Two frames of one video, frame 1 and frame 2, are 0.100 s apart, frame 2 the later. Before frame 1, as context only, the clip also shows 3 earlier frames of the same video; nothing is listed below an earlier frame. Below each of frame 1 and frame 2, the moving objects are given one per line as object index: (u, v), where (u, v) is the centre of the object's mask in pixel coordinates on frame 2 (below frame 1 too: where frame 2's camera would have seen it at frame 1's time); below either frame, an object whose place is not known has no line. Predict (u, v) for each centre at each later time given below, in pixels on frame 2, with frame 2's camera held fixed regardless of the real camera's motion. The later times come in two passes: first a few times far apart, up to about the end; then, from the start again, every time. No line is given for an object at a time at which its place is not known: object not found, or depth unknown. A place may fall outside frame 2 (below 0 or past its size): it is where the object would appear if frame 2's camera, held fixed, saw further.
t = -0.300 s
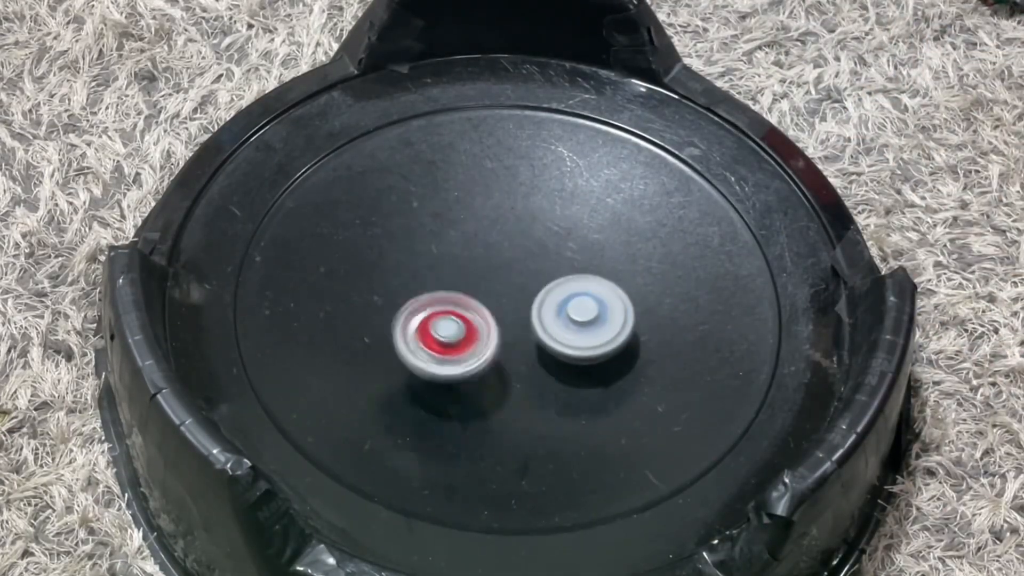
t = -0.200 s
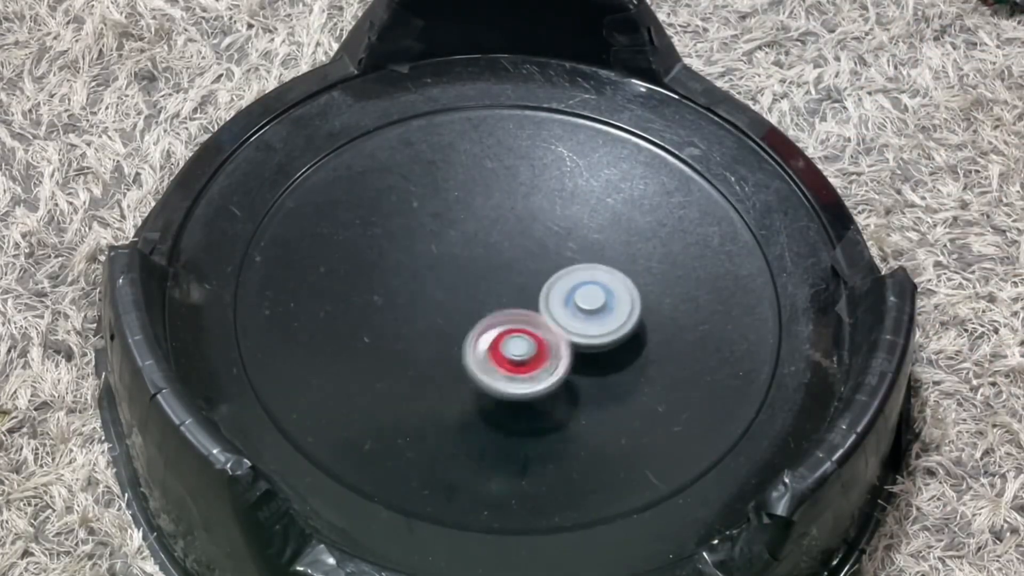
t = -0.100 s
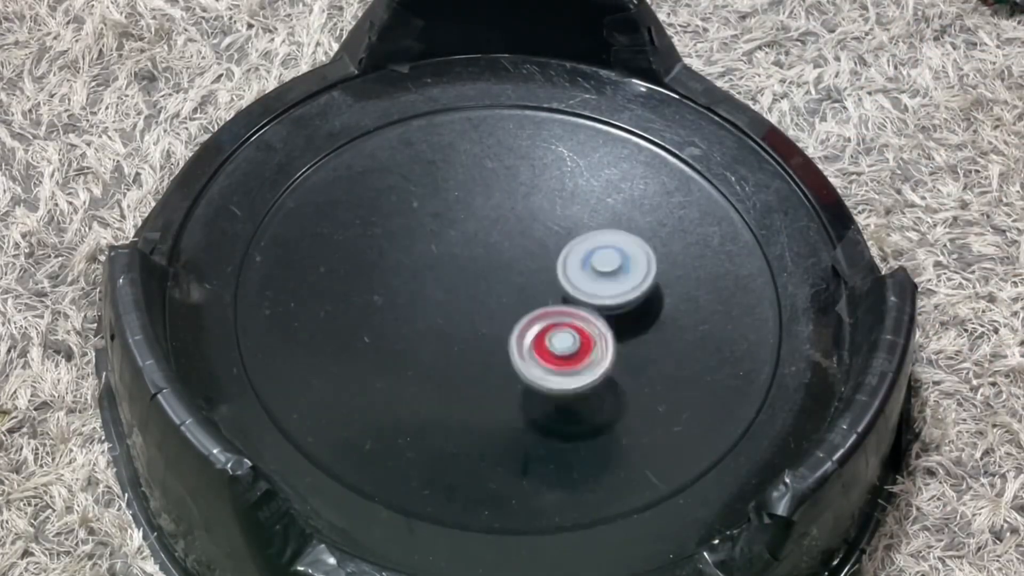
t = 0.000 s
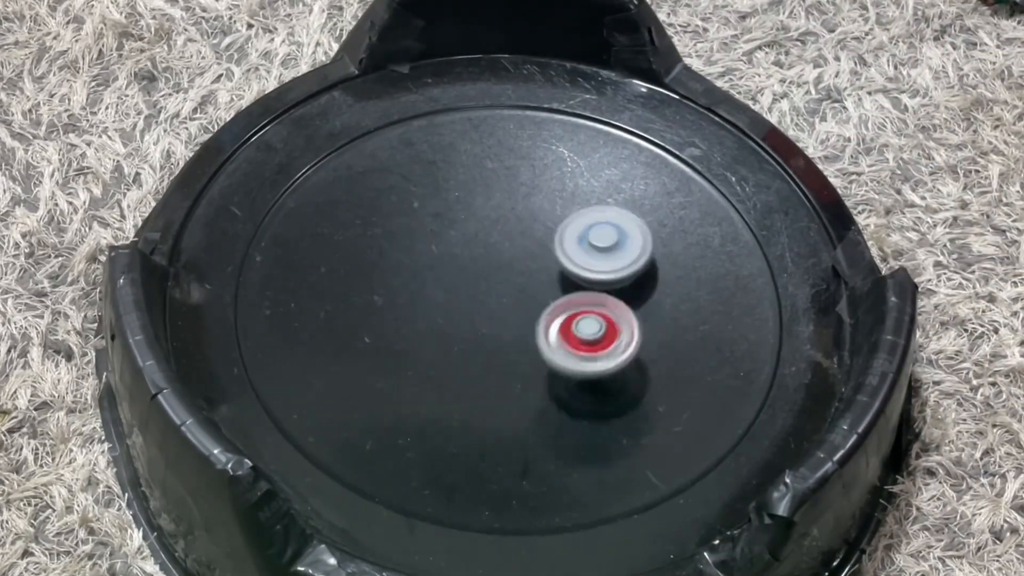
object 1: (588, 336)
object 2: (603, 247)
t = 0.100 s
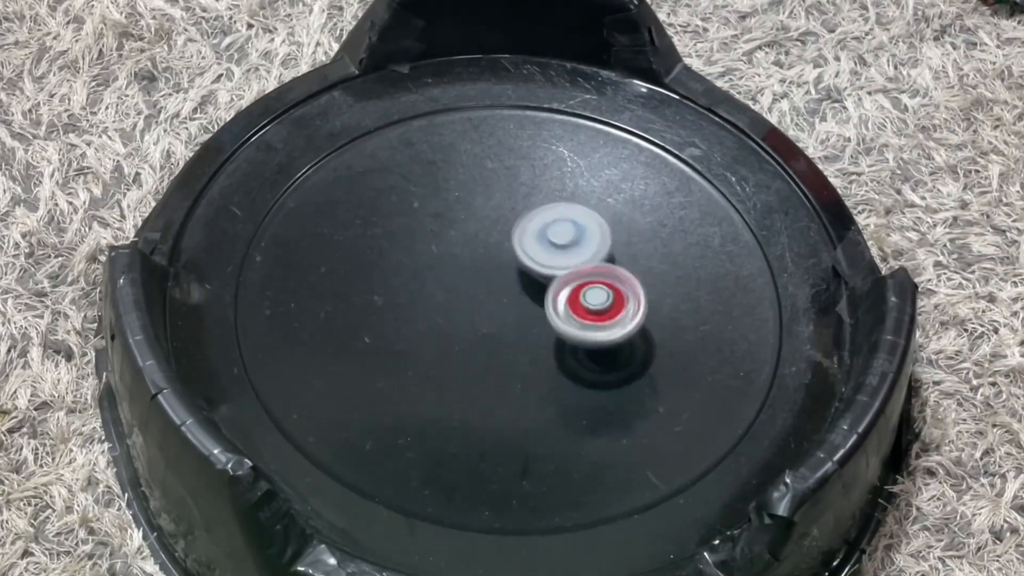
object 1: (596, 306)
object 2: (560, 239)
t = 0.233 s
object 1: (578, 304)
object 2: (490, 230)
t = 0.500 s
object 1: (616, 364)
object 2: (305, 241)
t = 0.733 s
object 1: (695, 297)
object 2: (279, 333)
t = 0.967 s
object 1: (540, 247)
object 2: (492, 447)
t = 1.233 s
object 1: (410, 366)
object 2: (679, 246)
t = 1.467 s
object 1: (541, 437)
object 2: (414, 79)
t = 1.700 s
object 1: (604, 315)
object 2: (258, 316)
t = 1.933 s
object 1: (439, 208)
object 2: (670, 437)
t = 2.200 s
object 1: (295, 282)
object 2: (660, 80)
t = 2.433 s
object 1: (443, 368)
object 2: (290, 273)
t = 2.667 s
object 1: (594, 261)
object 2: (543, 536)
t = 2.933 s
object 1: (494, 127)
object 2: (681, 163)
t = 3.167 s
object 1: (391, 201)
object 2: (265, 142)
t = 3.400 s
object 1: (487, 349)
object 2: (374, 377)
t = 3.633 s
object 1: (738, 270)
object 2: (659, 387)
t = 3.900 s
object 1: (683, 88)
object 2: (570, 182)
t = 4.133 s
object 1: (598, 109)
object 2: (261, 227)
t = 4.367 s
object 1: (482, 255)
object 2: (418, 477)
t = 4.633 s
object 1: (577, 434)
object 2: (767, 320)
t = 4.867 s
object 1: (686, 418)
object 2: (549, 101)
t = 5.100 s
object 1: (629, 341)
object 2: (270, 220)
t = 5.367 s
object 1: (442, 309)
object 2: (435, 482)
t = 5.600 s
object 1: (343, 355)
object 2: (752, 365)
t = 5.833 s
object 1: (405, 378)
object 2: (623, 120)
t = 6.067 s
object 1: (485, 288)
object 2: (312, 164)
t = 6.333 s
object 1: (436, 249)
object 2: (739, 210)
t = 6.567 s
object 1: (582, 397)
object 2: (624, 121)
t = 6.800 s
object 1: (407, 341)
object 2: (458, 100)
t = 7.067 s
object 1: (665, 249)
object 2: (255, 316)
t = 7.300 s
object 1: (514, 324)
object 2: (284, 385)
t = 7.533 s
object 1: (524, 173)
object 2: (301, 404)
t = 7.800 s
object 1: (494, 334)
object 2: (502, 494)
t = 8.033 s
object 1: (400, 218)
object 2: (442, 479)
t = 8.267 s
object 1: (557, 319)
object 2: (371, 450)
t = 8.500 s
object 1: (381, 289)
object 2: (315, 400)
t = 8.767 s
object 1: (586, 315)
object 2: (436, 465)
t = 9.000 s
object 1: (423, 332)
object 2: (378, 434)
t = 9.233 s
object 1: (563, 278)
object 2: (343, 398)
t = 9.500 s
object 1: (470, 330)
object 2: (481, 468)
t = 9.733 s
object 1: (585, 350)
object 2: (419, 305)
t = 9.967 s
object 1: (436, 354)
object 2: (443, 250)
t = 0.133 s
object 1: (595, 309)
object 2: (543, 231)
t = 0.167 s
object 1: (590, 309)
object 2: (523, 225)
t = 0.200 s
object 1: (584, 306)
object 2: (505, 225)
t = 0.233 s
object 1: (578, 304)
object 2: (490, 230)
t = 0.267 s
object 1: (569, 303)
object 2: (477, 238)
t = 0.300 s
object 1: (561, 303)
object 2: (465, 247)
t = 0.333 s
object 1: (551, 304)
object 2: (455, 257)
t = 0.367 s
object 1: (540, 306)
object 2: (446, 268)
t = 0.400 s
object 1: (530, 310)
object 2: (438, 279)
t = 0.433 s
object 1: (561, 333)
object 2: (393, 265)
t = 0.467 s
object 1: (590, 353)
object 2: (347, 251)
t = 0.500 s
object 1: (616, 364)
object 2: (305, 241)
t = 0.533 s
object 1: (638, 366)
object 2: (268, 237)
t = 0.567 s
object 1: (658, 362)
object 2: (249, 239)
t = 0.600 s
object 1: (675, 354)
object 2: (240, 252)
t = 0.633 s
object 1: (688, 341)
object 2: (242, 266)
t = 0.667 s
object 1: (696, 326)
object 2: (249, 285)
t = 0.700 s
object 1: (699, 312)
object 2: (262, 307)
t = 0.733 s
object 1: (695, 297)
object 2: (279, 333)
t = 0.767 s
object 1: (684, 280)
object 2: (301, 360)
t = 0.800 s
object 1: (668, 267)
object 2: (326, 387)
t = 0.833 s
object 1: (648, 257)
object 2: (355, 408)
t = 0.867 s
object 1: (623, 248)
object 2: (387, 425)
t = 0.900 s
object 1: (596, 245)
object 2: (421, 438)
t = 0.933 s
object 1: (568, 243)
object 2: (456, 445)
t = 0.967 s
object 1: (540, 247)
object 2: (492, 447)
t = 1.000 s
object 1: (513, 255)
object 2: (528, 443)
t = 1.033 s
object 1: (487, 263)
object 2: (563, 433)
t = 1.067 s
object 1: (463, 275)
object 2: (595, 418)
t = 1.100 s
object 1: (443, 291)
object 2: (625, 396)
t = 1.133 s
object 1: (426, 308)
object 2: (651, 367)
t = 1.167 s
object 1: (415, 327)
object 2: (670, 330)
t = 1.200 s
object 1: (409, 346)
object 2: (679, 289)
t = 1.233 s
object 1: (410, 366)
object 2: (679, 246)
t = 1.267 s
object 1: (417, 385)
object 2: (666, 203)
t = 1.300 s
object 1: (429, 403)
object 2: (645, 161)
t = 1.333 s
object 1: (447, 419)
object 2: (614, 121)
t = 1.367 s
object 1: (468, 430)
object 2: (573, 94)
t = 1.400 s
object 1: (492, 438)
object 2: (524, 77)
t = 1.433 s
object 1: (517, 440)
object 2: (470, 67)
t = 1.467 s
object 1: (541, 437)
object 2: (414, 79)
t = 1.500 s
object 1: (564, 430)
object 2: (351, 94)
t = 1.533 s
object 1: (583, 418)
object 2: (288, 117)
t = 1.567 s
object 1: (598, 401)
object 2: (232, 149)
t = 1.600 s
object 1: (608, 382)
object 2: (200, 201)
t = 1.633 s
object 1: (613, 361)
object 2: (200, 237)
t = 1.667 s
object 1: (612, 340)
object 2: (228, 268)
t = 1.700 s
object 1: (604, 315)
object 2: (258, 316)
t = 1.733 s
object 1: (592, 293)
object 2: (294, 350)
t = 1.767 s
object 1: (573, 273)
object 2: (336, 382)
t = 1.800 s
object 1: (552, 254)
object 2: (387, 412)
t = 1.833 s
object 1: (526, 238)
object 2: (448, 436)
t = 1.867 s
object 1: (499, 225)
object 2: (520, 450)
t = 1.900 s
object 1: (469, 214)
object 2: (595, 451)
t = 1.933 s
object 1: (439, 208)
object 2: (670, 437)
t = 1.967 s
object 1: (410, 207)
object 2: (735, 408)
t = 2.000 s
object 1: (382, 208)
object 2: (776, 365)
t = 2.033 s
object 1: (357, 216)
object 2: (805, 320)
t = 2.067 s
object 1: (336, 224)
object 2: (800, 269)
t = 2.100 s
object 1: (319, 236)
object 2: (784, 214)
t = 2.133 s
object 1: (305, 250)
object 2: (756, 161)
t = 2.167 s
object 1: (297, 266)
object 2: (718, 109)
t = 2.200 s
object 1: (295, 282)
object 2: (660, 80)
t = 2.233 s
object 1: (299, 297)
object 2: (604, 93)
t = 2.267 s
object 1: (311, 314)
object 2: (543, 123)
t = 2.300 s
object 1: (328, 331)
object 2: (486, 148)
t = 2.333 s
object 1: (351, 346)
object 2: (430, 171)
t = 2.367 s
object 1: (378, 357)
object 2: (378, 198)
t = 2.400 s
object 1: (410, 365)
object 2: (329, 232)
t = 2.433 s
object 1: (443, 368)
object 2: (290, 273)
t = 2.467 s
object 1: (476, 366)
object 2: (262, 318)
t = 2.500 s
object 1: (506, 358)
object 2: (261, 362)
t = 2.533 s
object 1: (533, 345)
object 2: (276, 412)
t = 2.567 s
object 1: (556, 328)
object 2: (320, 455)
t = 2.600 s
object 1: (574, 307)
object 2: (383, 495)
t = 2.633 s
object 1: (587, 284)
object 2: (458, 524)
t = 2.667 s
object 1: (594, 261)
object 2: (543, 536)
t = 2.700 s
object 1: (596, 238)
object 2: (627, 530)
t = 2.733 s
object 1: (592, 214)
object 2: (698, 508)
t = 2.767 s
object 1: (583, 192)
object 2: (718, 444)
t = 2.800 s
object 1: (569, 173)
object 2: (729, 393)
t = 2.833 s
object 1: (552, 157)
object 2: (736, 334)
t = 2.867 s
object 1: (534, 143)
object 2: (729, 273)
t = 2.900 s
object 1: (515, 133)
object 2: (711, 217)
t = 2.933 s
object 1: (494, 127)
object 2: (681, 163)
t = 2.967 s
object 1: (473, 126)
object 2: (637, 115)
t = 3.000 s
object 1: (453, 128)
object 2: (582, 84)
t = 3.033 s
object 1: (435, 136)
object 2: (522, 67)
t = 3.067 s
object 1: (419, 146)
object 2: (457, 69)
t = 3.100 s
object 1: (406, 162)
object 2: (390, 81)
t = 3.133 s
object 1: (396, 179)
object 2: (326, 109)
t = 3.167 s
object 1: (391, 201)
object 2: (265, 142)
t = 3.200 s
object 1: (391, 224)
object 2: (212, 181)
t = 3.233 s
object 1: (395, 248)
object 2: (191, 232)
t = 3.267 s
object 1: (403, 273)
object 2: (220, 254)
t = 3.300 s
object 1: (416, 299)
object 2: (253, 293)
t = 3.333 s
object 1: (434, 319)
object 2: (291, 329)
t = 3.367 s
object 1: (458, 336)
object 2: (331, 355)
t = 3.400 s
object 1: (487, 349)
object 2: (374, 377)
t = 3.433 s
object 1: (523, 357)
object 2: (419, 396)
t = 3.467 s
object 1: (566, 359)
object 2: (459, 410)
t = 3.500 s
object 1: (605, 355)
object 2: (507, 417)
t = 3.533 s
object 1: (639, 345)
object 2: (561, 416)
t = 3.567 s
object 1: (680, 321)
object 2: (599, 412)
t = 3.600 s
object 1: (715, 295)
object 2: (630, 405)
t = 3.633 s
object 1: (738, 270)
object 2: (659, 387)
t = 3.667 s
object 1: (754, 246)
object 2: (683, 363)
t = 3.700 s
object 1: (762, 222)
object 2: (699, 334)
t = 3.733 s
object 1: (752, 205)
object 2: (708, 297)
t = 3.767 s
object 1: (735, 180)
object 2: (699, 267)
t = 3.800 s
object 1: (722, 152)
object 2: (676, 245)
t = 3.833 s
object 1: (708, 126)
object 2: (646, 222)
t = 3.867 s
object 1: (695, 105)
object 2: (612, 199)
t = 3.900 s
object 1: (683, 88)
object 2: (570, 182)
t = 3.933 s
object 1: (672, 76)
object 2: (527, 167)
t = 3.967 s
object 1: (663, 68)
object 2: (479, 158)
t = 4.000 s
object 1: (653, 71)
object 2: (430, 156)
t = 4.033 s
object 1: (642, 78)
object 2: (380, 161)
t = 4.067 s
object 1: (629, 87)
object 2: (332, 176)
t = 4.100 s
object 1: (615, 96)
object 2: (290, 197)
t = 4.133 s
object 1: (598, 109)
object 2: (261, 227)
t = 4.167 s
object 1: (578, 122)
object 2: (250, 266)
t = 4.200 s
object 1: (557, 139)
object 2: (254, 310)
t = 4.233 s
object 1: (537, 158)
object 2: (265, 349)
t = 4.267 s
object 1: (519, 179)
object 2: (287, 388)
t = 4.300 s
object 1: (501, 202)
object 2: (322, 421)
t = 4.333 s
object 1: (488, 228)
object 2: (367, 453)
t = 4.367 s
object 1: (482, 255)
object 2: (418, 477)
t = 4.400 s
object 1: (478, 282)
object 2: (476, 491)
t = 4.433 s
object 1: (479, 309)
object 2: (535, 494)
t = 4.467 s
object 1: (485, 335)
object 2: (594, 486)
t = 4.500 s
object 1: (495, 360)
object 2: (649, 467)
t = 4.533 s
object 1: (510, 383)
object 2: (694, 441)
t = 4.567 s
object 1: (529, 404)
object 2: (731, 405)
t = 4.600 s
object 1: (552, 420)
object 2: (755, 365)
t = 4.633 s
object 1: (577, 434)
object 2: (767, 320)
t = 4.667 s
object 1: (601, 444)
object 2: (766, 277)
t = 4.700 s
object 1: (626, 454)
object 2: (751, 234)
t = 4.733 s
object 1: (648, 460)
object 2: (727, 195)
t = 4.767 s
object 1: (663, 452)
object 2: (692, 161)
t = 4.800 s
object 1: (674, 443)
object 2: (650, 132)
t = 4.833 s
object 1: (681, 429)
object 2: (602, 112)
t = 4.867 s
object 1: (686, 418)
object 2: (549, 101)
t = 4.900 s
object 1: (687, 406)
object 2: (497, 97)
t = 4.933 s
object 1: (685, 396)
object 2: (447, 101)
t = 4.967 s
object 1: (681, 385)
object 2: (401, 113)
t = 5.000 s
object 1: (673, 374)
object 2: (358, 131)
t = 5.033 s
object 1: (662, 364)
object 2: (322, 157)
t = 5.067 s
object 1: (648, 352)
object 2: (291, 185)
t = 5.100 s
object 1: (629, 341)
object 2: (270, 220)
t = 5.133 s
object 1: (611, 331)
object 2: (259, 256)
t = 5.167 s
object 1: (587, 323)
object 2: (255, 293)
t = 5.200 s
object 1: (564, 317)
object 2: (259, 331)
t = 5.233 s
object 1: (539, 312)
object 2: (276, 368)
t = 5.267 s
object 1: (513, 309)
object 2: (303, 404)
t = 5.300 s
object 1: (490, 307)
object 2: (339, 436)
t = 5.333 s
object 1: (465, 307)
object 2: (384, 462)
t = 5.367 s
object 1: (442, 309)
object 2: (435, 482)
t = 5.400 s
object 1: (419, 312)
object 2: (490, 493)
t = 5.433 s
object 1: (399, 316)
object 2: (549, 494)
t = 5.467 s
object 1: (383, 322)
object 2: (605, 485)
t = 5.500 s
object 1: (369, 329)
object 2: (656, 464)
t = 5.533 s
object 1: (358, 338)
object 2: (699, 439)
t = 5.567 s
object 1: (349, 346)
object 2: (732, 404)
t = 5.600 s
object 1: (343, 355)
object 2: (752, 365)
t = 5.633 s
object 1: (341, 363)
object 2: (763, 325)
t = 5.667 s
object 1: (343, 371)
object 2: (765, 283)
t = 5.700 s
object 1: (350, 376)
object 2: (757, 242)
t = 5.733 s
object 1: (359, 380)
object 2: (734, 206)
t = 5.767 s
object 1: (373, 381)
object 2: (705, 171)
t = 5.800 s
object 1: (387, 381)
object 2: (667, 144)
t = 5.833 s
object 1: (405, 378)
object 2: (623, 120)
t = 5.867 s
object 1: (421, 372)
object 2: (574, 106)
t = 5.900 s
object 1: (439, 364)
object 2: (525, 97)
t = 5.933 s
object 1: (454, 353)
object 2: (477, 99)
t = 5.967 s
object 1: (466, 340)
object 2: (429, 105)
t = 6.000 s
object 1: (475, 323)
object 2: (385, 119)
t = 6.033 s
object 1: (481, 307)
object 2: (346, 138)
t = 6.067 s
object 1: (485, 288)
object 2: (312, 164)
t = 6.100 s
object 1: (486, 271)
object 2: (287, 196)
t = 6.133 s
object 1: (484, 252)
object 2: (267, 228)
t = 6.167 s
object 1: (480, 234)
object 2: (253, 263)
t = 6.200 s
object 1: (474, 217)
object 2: (255, 301)
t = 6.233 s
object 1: (445, 177)
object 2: (316, 412)
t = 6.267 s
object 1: (391, 153)
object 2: (568, 491)
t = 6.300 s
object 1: (384, 193)
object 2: (757, 362)
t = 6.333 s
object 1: (436, 249)
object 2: (739, 210)
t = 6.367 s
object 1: (547, 273)
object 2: (550, 100)
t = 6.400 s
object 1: (638, 241)
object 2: (333, 148)
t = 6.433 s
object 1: (659, 194)
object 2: (257, 318)
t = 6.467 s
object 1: (612, 193)
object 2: (422, 479)
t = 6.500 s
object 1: (549, 255)
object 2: (687, 446)
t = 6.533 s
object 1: (540, 336)
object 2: (764, 266)
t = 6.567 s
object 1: (582, 397)
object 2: (624, 121)
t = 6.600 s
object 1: (635, 409)
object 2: (401, 113)
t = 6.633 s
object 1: (629, 371)
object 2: (256, 252)
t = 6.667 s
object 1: (551, 321)
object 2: (350, 445)
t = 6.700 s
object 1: (451, 301)
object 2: (626, 477)
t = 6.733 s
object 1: (368, 309)
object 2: (769, 314)
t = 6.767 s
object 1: (349, 335)
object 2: (676, 147)
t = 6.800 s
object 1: (407, 341)
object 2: (458, 100)
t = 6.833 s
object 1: (469, 292)
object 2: (277, 203)
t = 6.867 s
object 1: (487, 222)
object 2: (295, 398)
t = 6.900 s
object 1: (464, 167)
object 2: (544, 494)
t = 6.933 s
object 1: (434, 168)
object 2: (752, 374)
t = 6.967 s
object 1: (453, 224)
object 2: (727, 192)
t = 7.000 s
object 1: (534, 270)
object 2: (537, 99)
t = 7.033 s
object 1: (622, 275)
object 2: (331, 147)
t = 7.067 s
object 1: (665, 249)
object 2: (255, 316)
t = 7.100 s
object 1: (639, 238)
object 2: (417, 478)
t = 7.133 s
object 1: (575, 273)
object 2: (680, 452)
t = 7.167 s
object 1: (535, 334)
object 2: (767, 279)
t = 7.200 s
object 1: (533, 390)
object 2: (652, 134)
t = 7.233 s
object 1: (563, 409)
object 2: (443, 102)
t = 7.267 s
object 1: (567, 376)
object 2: (275, 204)
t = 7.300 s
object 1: (514, 324)
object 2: (284, 385)
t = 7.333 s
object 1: (439, 286)
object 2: (505, 495)
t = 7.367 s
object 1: (372, 272)
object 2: (729, 409)
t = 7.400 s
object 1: (354, 286)
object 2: (754, 236)
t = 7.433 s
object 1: (407, 297)
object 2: (610, 114)
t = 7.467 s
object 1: (477, 268)
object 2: (405, 111)
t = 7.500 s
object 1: (522, 217)
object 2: (263, 228)
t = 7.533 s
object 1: (524, 173)
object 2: (301, 404)
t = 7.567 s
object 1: (502, 176)
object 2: (527, 495)
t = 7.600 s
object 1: (507, 230)
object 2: (735, 401)
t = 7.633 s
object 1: (554, 286)
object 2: (752, 233)
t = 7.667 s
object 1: (618, 318)
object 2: (611, 115)
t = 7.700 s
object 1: (664, 313)
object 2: (413, 110)
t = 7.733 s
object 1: (640, 295)
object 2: (271, 222)
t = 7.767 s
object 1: (566, 305)
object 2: (294, 393)
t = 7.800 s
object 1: (494, 334)
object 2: (502, 494)
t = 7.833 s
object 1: (449, 368)
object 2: (717, 421)
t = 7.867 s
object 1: (458, 390)
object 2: (758, 259)
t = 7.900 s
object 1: (486, 363)
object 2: (639, 131)
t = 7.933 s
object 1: (480, 303)
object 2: (449, 105)
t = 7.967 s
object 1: (449, 244)
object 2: (292, 191)
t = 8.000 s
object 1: (413, 210)
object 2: (272, 353)
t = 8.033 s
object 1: (400, 218)
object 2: (442, 479)
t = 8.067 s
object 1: (440, 246)
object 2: (673, 455)
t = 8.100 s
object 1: (513, 256)
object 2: (766, 307)
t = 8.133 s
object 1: (581, 245)
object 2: (688, 164)
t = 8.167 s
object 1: (612, 224)
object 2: (511, 105)
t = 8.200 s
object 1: (592, 227)
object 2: (335, 158)
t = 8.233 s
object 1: (568, 268)
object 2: (260, 299)
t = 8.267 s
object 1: (557, 319)
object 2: (371, 450)
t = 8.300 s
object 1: (562, 363)
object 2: (598, 480)
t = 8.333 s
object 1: (578, 380)
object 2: (747, 363)
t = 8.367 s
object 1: (569, 362)
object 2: (723, 209)
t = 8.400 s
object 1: (518, 330)
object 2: (574, 118)
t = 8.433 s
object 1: (457, 303)
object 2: (393, 129)
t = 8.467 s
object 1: (402, 286)
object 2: (274, 243)
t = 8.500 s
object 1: (381, 289)
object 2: (315, 400)
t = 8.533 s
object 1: (412, 291)
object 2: (514, 482)
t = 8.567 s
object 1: (467, 269)
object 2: (709, 412)
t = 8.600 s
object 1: (511, 234)
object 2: (747, 263)
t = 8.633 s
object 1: (533, 201)
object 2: (636, 145)
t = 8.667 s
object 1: (529, 193)
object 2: (459, 118)
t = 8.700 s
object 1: (529, 227)
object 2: (310, 197)
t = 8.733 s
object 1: (553, 275)
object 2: (286, 346)
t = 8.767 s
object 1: (586, 315)
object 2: (436, 465)
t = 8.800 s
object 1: (616, 337)
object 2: (649, 450)
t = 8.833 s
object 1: (619, 336)
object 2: (745, 316)
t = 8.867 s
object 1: (574, 328)
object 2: (681, 182)
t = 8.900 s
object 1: (511, 328)
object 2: (518, 122)
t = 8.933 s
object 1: (452, 330)
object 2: (353, 166)
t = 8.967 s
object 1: (418, 335)
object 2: (281, 295)
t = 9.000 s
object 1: (423, 332)
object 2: (378, 434)
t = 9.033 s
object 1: (449, 303)
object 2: (585, 466)
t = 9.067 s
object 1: (469, 259)
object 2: (725, 362)
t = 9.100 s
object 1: (480, 220)
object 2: (707, 219)
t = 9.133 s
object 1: (478, 199)
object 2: (569, 133)
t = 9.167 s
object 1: (484, 211)
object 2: (399, 148)
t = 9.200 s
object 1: (516, 246)
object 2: (296, 255)
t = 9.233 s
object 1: (563, 278)
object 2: (343, 398)
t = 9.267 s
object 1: (608, 298)
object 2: (530, 465)
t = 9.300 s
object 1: (630, 303)
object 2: (697, 392)
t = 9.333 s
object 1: (590, 296)
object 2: (736, 257)
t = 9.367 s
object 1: (524, 304)
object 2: (629, 158)
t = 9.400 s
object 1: (466, 322)
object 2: (460, 156)
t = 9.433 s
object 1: (431, 342)
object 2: (334, 245)
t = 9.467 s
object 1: (440, 352)
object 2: (330, 380)
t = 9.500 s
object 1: (470, 330)
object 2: (481, 468)
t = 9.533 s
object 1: (492, 286)
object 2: (653, 417)
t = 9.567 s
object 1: (495, 238)
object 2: (690, 284)
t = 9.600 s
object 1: (485, 204)
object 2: (600, 173)
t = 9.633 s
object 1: (448, 233)
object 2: (475, 110)
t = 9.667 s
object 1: (462, 292)
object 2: (394, 128)
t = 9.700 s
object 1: (518, 338)
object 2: (374, 203)
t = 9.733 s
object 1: (585, 350)
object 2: (419, 305)
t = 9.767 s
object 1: (630, 321)
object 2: (540, 376)
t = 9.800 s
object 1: (646, 253)
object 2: (616, 386)
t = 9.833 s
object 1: (590, 206)
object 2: (621, 376)
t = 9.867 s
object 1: (506, 202)
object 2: (615, 363)
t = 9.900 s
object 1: (438, 239)
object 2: (586, 332)
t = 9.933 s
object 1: (410, 298)
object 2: (514, 281)
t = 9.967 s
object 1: (436, 354)
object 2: (443, 250)
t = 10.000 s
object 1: (506, 379)
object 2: (424, 247)
